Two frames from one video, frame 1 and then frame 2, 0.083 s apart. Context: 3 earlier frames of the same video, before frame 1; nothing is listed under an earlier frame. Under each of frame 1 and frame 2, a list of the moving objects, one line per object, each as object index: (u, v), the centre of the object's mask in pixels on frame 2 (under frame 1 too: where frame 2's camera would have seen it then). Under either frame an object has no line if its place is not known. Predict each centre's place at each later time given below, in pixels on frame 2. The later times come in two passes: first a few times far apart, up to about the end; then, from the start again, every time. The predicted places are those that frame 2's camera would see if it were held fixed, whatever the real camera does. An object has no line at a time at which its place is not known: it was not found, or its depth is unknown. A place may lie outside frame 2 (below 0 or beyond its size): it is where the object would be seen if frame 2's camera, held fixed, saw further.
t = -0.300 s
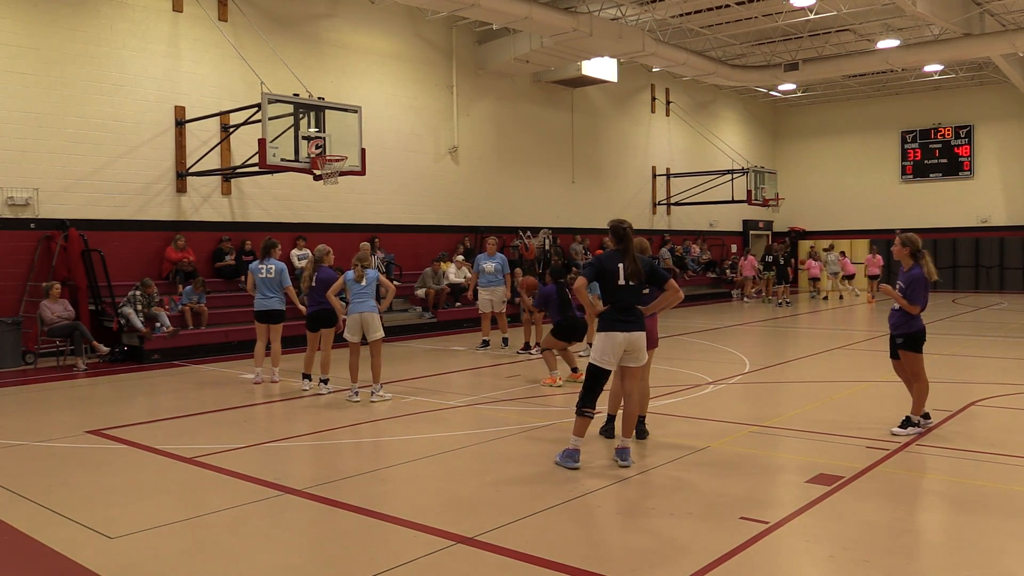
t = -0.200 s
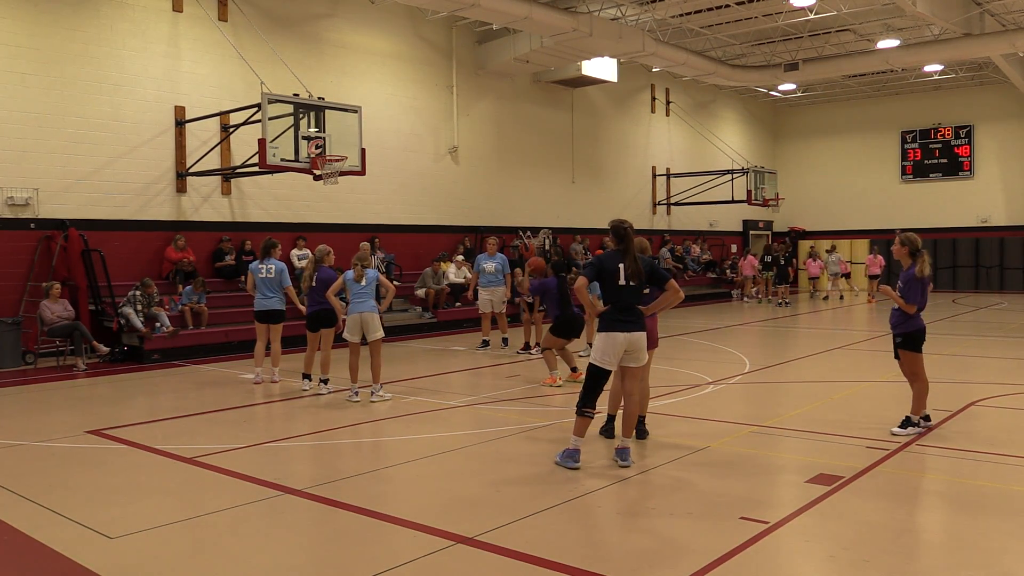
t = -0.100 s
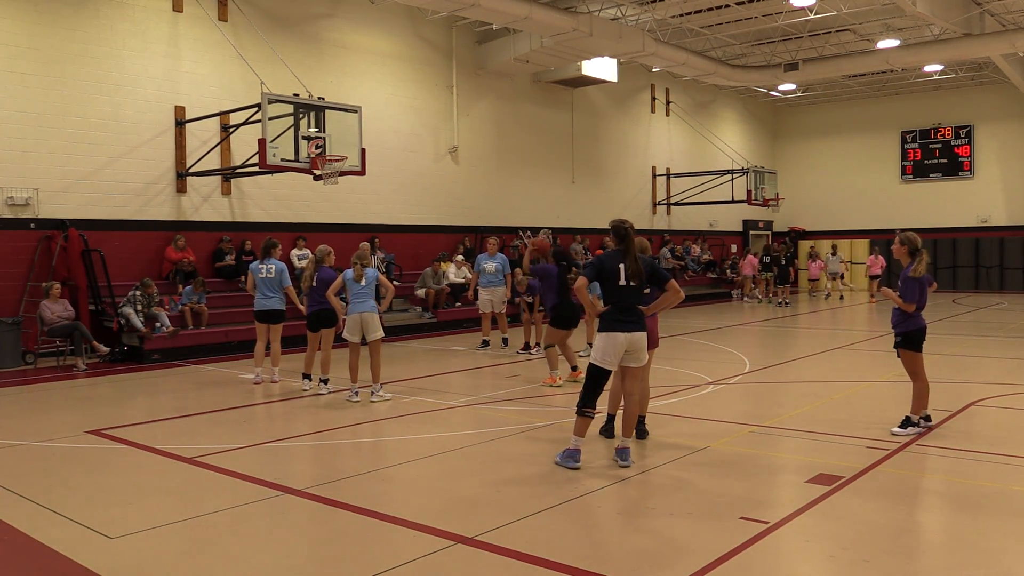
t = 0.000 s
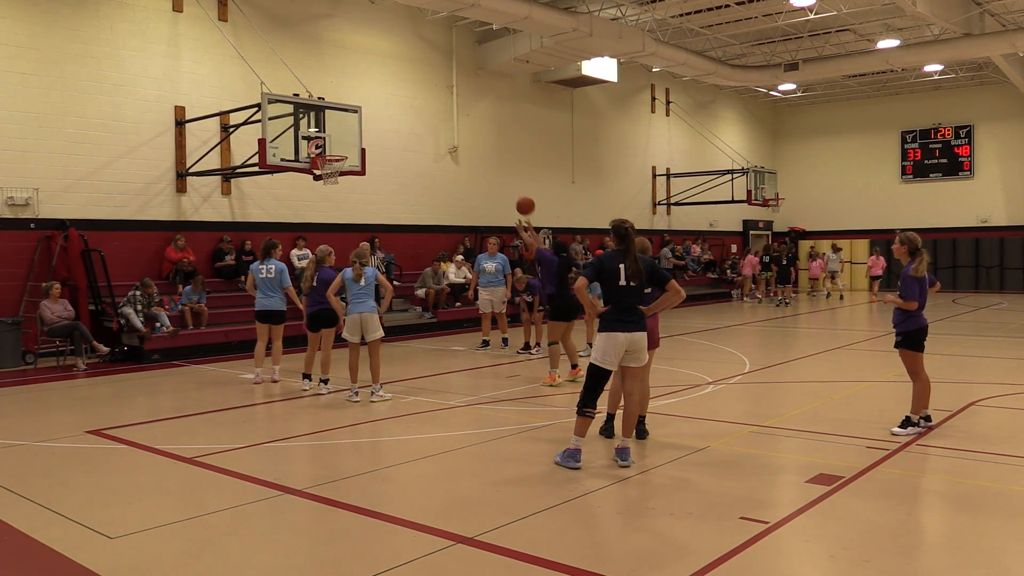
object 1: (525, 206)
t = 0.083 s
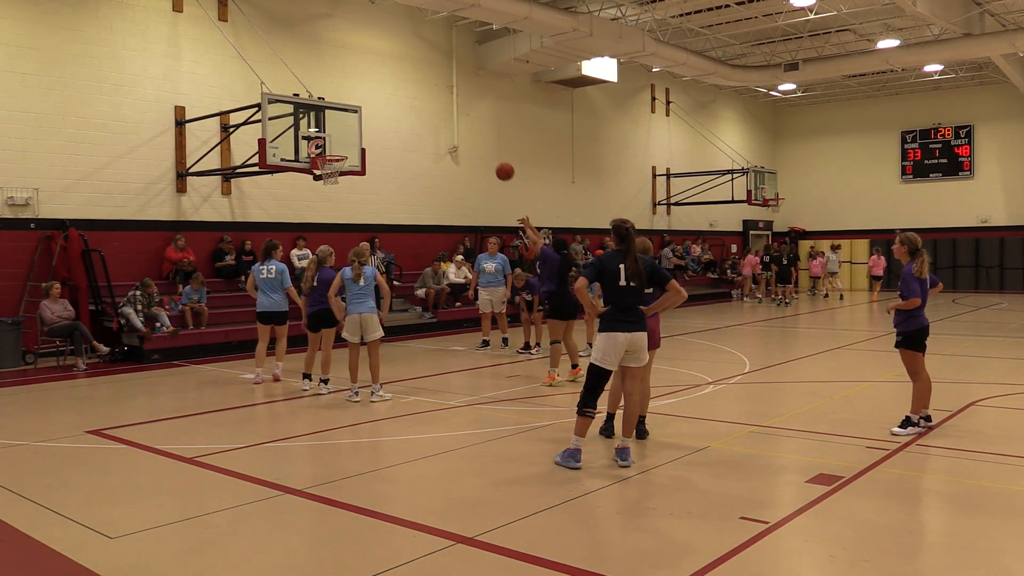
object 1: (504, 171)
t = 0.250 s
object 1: (466, 123)
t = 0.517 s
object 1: (414, 94)
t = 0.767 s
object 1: (372, 113)
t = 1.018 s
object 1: (340, 146)
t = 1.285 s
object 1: (335, 146)
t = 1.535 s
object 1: (329, 157)
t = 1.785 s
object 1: (328, 188)
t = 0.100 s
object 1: (500, 165)
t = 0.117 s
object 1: (497, 159)
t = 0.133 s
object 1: (493, 154)
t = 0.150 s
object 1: (489, 149)
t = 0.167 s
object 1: (485, 144)
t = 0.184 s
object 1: (481, 139)
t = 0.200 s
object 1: (478, 135)
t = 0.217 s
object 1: (474, 130)
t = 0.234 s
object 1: (470, 126)
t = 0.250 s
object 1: (466, 123)
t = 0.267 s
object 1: (463, 119)
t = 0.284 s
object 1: (459, 116)
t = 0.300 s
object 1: (456, 113)
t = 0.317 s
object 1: (453, 110)
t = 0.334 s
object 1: (449, 108)
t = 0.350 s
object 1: (446, 105)
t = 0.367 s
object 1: (442, 103)
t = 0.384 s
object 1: (439, 101)
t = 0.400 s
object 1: (436, 100)
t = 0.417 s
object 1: (433, 98)
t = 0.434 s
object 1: (430, 97)
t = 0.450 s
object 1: (427, 96)
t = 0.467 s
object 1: (424, 95)
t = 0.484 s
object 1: (420, 95)
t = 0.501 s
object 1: (418, 94)
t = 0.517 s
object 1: (414, 94)
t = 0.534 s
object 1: (411, 94)
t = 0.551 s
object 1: (409, 94)
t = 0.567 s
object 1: (406, 94)
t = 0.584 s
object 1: (403, 95)
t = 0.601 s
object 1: (400, 95)
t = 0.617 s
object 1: (397, 97)
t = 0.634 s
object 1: (394, 98)
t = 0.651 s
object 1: (391, 99)
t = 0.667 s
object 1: (389, 100)
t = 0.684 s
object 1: (386, 102)
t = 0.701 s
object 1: (383, 104)
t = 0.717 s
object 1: (380, 106)
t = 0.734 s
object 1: (378, 108)
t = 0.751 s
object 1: (375, 110)
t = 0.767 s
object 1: (372, 113)
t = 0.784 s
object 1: (370, 115)
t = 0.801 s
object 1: (367, 118)
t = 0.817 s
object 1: (365, 121)
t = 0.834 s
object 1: (363, 125)
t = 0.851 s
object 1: (360, 128)
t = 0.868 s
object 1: (358, 131)
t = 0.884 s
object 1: (355, 135)
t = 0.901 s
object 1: (353, 138)
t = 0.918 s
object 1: (350, 142)
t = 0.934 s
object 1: (348, 146)
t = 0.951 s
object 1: (346, 150)
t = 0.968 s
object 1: (344, 149)
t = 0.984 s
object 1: (343, 148)
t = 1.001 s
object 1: (342, 147)
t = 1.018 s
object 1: (340, 146)
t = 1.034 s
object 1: (339, 146)
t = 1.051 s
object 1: (337, 146)
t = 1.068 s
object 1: (336, 145)
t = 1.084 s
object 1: (334, 145)
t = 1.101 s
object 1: (333, 145)
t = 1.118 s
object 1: (331, 146)
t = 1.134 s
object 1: (330, 146)
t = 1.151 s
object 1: (329, 147)
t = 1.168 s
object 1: (328, 146)
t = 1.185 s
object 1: (329, 146)
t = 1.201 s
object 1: (330, 146)
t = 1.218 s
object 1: (331, 145)
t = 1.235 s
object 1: (331, 146)
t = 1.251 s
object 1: (332, 146)
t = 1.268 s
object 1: (334, 146)
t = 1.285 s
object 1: (335, 146)
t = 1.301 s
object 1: (336, 147)
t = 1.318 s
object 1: (337, 148)
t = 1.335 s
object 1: (338, 149)
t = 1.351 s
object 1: (339, 150)
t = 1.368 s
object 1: (340, 151)
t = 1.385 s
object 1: (341, 152)
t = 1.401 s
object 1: (340, 152)
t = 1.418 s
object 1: (338, 152)
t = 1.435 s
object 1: (337, 152)
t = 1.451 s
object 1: (335, 152)
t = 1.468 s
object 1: (334, 152)
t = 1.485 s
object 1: (332, 152)
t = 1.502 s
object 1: (331, 153)
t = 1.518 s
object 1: (331, 154)
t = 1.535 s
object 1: (329, 157)
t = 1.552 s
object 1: (326, 160)
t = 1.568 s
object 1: (327, 161)
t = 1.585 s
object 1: (327, 162)
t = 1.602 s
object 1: (327, 163)
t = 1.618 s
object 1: (327, 163)
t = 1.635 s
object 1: (327, 164)
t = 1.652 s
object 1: (326, 165)
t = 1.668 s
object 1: (326, 168)
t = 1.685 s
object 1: (327, 172)
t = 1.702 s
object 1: (327, 174)
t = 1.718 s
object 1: (327, 177)
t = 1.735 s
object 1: (327, 184)
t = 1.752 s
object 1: (328, 185)
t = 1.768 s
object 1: (328, 187)
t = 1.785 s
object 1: (328, 188)
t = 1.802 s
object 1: (328, 191)
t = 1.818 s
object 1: (329, 194)
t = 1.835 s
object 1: (329, 197)
